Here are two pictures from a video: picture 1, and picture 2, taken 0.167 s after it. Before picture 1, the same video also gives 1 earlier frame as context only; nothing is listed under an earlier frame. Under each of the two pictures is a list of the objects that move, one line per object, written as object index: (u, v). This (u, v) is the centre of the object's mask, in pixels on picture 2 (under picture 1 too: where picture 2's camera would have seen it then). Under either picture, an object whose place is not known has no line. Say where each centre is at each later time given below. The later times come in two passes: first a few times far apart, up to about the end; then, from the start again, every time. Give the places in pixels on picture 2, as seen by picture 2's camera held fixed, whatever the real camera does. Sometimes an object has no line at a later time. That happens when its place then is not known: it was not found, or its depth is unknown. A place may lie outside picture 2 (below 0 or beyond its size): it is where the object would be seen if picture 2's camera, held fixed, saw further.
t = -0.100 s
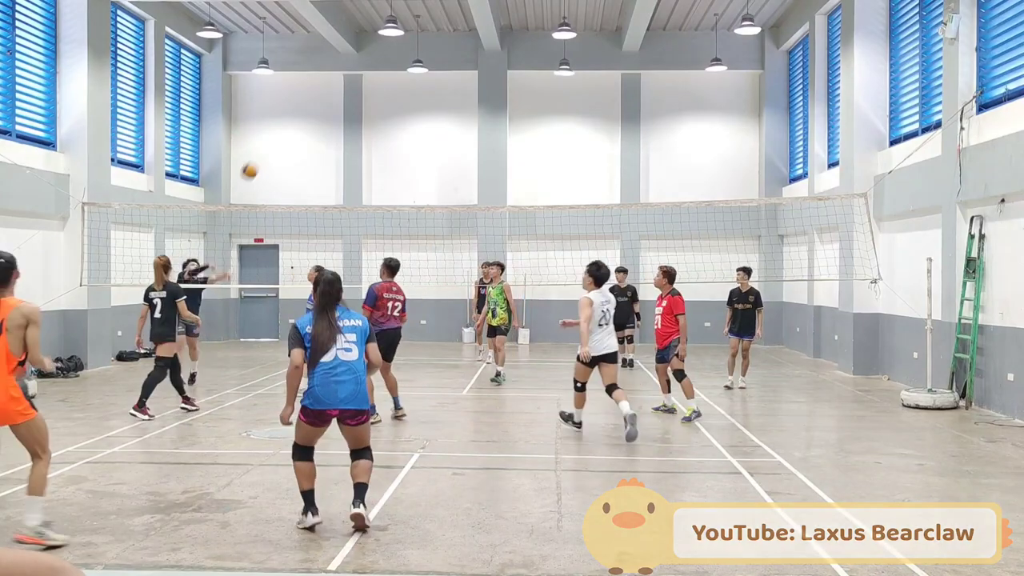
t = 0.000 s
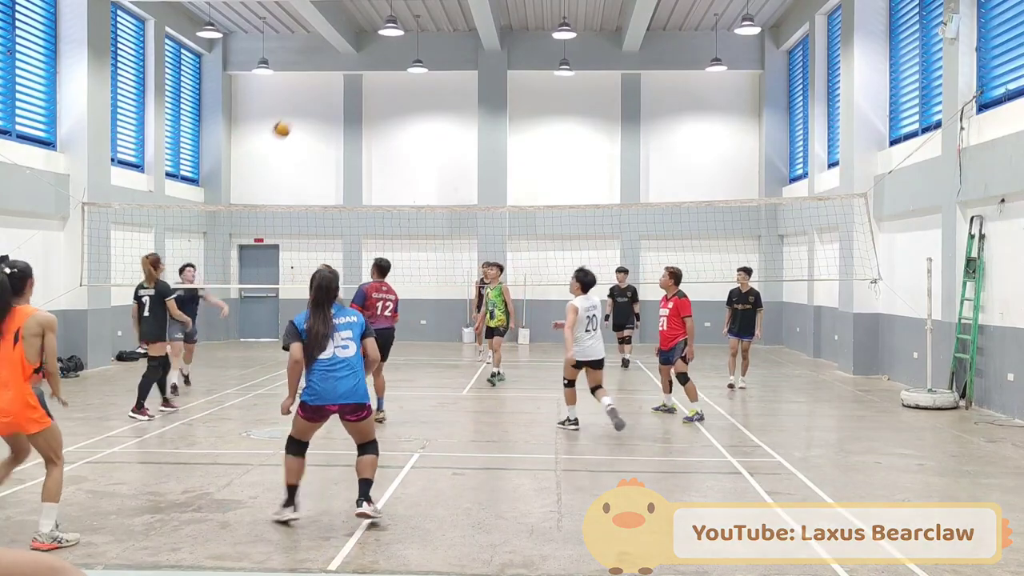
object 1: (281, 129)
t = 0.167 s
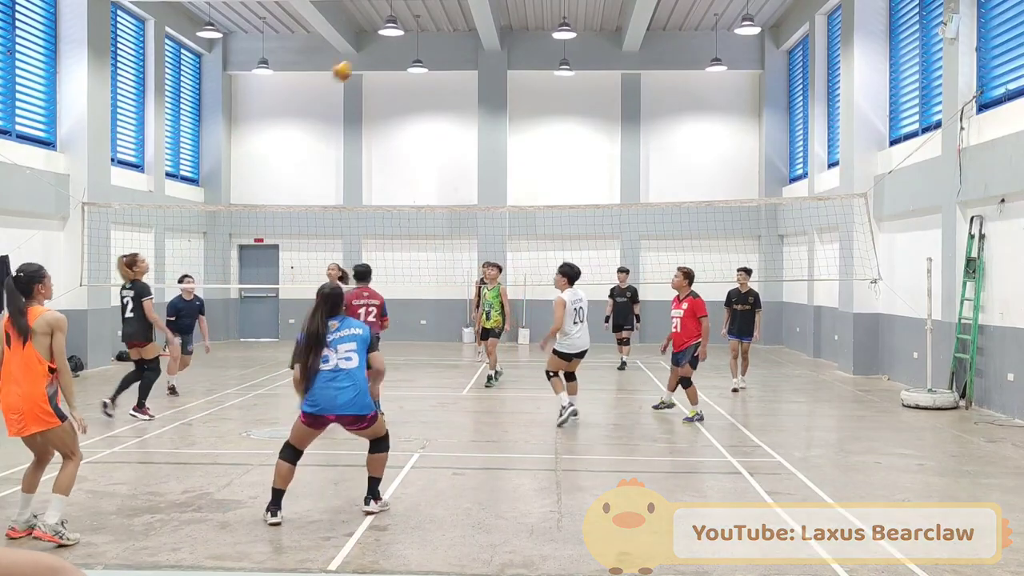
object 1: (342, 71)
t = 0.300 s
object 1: (398, 38)
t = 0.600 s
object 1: (546, 15)
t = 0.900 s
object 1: (743, 94)
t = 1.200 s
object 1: (1008, 334)
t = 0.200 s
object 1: (355, 62)
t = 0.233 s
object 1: (368, 52)
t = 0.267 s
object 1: (382, 45)
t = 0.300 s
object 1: (398, 38)
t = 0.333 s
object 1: (412, 31)
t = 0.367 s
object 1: (427, 25)
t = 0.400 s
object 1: (442, 20)
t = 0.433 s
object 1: (458, 17)
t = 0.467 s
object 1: (475, 15)
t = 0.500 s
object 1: (493, 12)
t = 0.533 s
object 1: (509, 12)
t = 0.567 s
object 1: (527, 13)
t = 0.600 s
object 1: (546, 15)
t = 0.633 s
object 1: (565, 18)
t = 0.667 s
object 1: (585, 21)
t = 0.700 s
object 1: (605, 27)
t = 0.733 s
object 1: (626, 34)
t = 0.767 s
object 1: (648, 43)
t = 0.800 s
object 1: (670, 52)
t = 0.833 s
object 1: (692, 63)
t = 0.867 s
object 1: (717, 78)
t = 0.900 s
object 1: (743, 94)
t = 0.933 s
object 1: (766, 110)
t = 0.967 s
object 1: (792, 130)
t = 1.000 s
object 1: (820, 151)
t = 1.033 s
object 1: (847, 175)
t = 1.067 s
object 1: (878, 200)
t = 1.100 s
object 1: (906, 227)
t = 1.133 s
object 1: (938, 258)
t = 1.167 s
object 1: (972, 294)
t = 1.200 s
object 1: (1008, 334)
